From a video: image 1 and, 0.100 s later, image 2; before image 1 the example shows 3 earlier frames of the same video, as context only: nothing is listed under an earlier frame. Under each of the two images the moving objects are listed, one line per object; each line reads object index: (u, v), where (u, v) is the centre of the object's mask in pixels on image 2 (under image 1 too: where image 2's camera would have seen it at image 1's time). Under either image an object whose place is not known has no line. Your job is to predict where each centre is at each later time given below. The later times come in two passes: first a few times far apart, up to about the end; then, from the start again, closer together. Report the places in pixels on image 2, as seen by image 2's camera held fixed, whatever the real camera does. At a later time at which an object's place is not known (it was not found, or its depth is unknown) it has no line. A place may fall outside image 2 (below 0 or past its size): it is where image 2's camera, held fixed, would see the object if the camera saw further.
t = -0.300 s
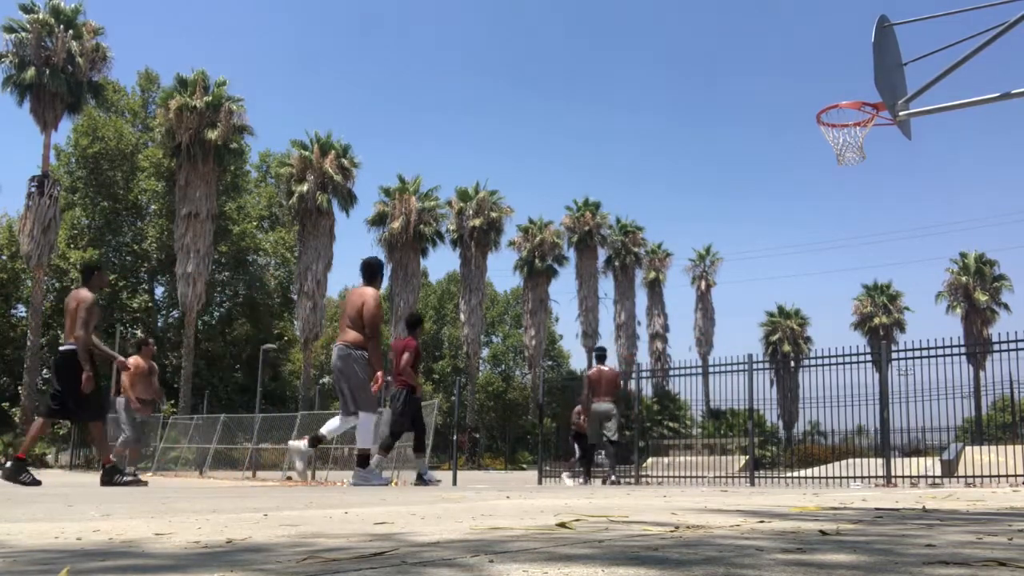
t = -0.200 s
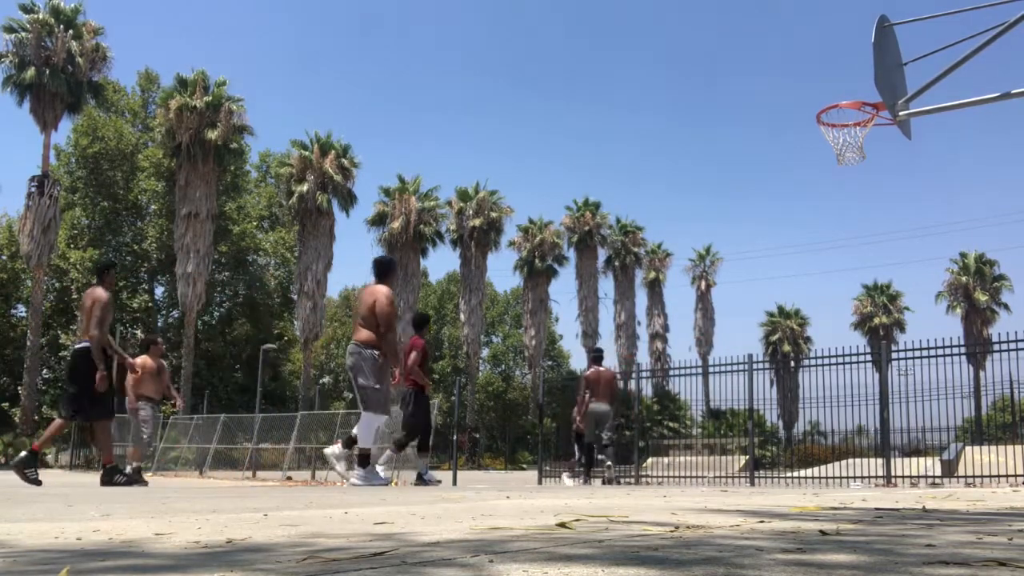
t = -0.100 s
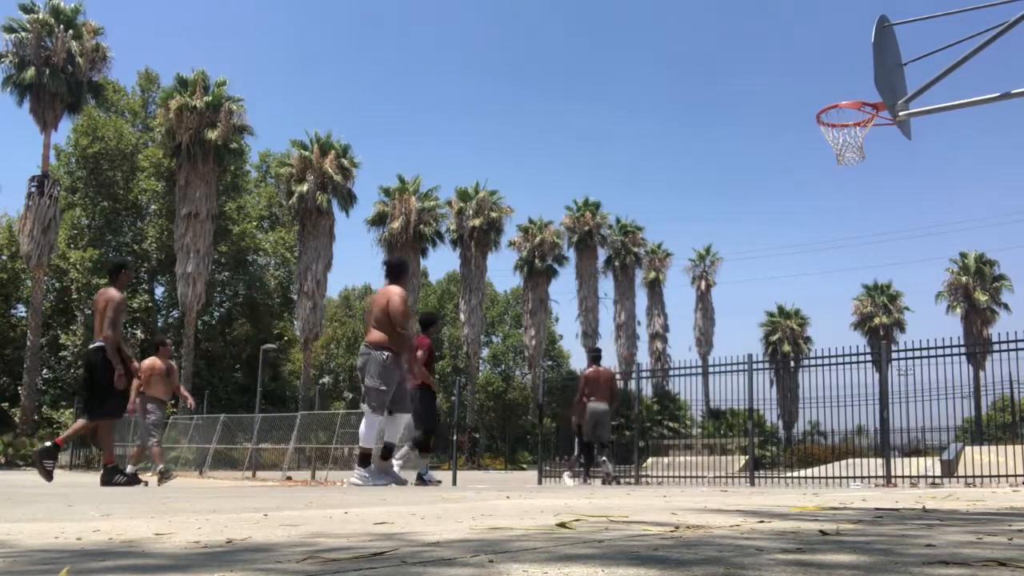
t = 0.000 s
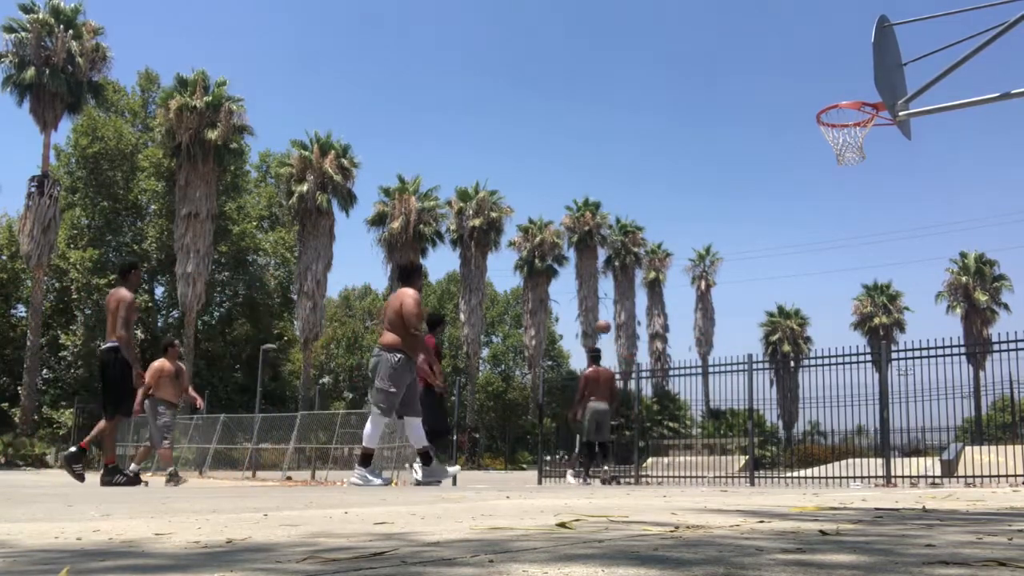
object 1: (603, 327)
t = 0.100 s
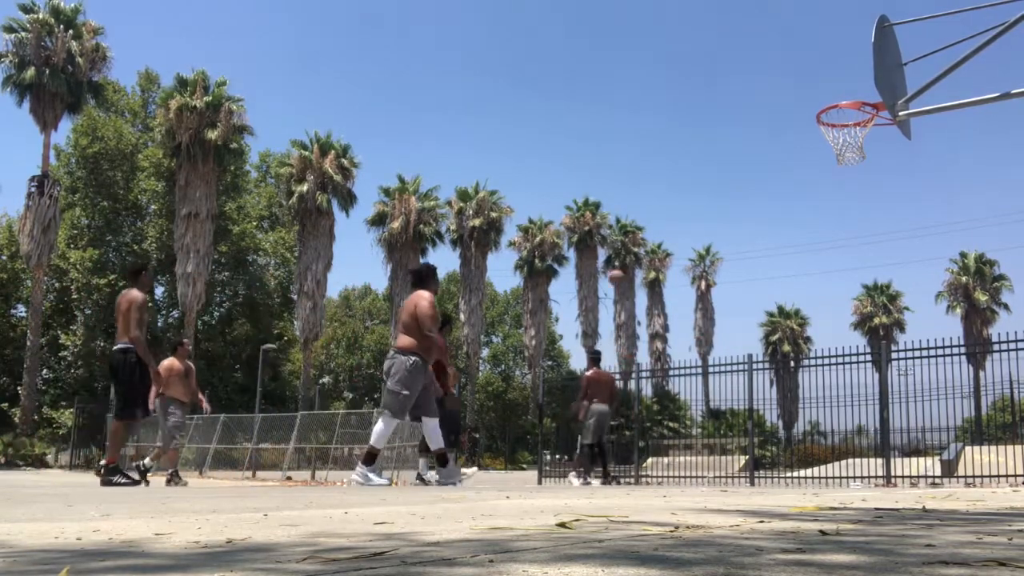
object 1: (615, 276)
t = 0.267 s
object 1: (637, 206)
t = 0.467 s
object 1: (667, 133)
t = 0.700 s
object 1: (708, 75)
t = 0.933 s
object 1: (759, 52)
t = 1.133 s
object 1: (813, 69)
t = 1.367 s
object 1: (875, 93)
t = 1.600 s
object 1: (825, 87)
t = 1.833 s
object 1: (777, 132)
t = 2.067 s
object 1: (737, 216)
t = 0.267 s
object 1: (637, 206)
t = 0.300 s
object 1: (642, 192)
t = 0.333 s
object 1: (647, 180)
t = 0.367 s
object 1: (652, 168)
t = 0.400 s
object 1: (657, 155)
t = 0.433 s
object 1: (662, 144)
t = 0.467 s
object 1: (667, 133)
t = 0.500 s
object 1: (673, 123)
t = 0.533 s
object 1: (678, 114)
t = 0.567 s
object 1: (684, 105)
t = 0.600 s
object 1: (690, 97)
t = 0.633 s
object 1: (696, 89)
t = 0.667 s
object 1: (702, 82)
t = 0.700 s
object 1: (708, 75)
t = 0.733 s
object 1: (715, 70)
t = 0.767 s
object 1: (722, 65)
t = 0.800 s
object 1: (729, 61)
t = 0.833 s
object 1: (736, 57)
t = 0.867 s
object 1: (744, 54)
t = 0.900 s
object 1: (751, 52)
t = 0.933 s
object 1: (759, 52)
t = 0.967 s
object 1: (767, 52)
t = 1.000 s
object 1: (776, 53)
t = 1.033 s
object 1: (784, 55)
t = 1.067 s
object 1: (794, 59)
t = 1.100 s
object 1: (804, 63)
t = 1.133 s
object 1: (813, 69)
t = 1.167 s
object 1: (824, 76)
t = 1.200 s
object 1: (834, 85)
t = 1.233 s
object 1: (846, 92)
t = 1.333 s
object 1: (874, 96)
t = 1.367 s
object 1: (875, 93)
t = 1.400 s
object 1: (870, 88)
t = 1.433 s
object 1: (865, 84)
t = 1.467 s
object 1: (857, 82)
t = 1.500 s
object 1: (849, 82)
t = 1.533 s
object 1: (841, 82)
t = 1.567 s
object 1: (833, 84)
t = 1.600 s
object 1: (825, 87)
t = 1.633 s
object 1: (818, 91)
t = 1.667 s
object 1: (811, 96)
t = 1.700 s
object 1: (804, 101)
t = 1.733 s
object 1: (797, 108)
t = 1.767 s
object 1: (790, 115)
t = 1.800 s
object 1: (783, 123)
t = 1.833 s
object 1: (777, 132)
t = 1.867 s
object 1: (771, 142)
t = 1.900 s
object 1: (765, 152)
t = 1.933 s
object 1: (759, 164)
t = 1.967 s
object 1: (753, 175)
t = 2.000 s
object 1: (748, 189)
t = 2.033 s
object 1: (742, 202)
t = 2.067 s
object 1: (737, 216)
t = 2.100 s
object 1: (731, 230)
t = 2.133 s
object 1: (726, 245)
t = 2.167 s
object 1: (721, 261)
